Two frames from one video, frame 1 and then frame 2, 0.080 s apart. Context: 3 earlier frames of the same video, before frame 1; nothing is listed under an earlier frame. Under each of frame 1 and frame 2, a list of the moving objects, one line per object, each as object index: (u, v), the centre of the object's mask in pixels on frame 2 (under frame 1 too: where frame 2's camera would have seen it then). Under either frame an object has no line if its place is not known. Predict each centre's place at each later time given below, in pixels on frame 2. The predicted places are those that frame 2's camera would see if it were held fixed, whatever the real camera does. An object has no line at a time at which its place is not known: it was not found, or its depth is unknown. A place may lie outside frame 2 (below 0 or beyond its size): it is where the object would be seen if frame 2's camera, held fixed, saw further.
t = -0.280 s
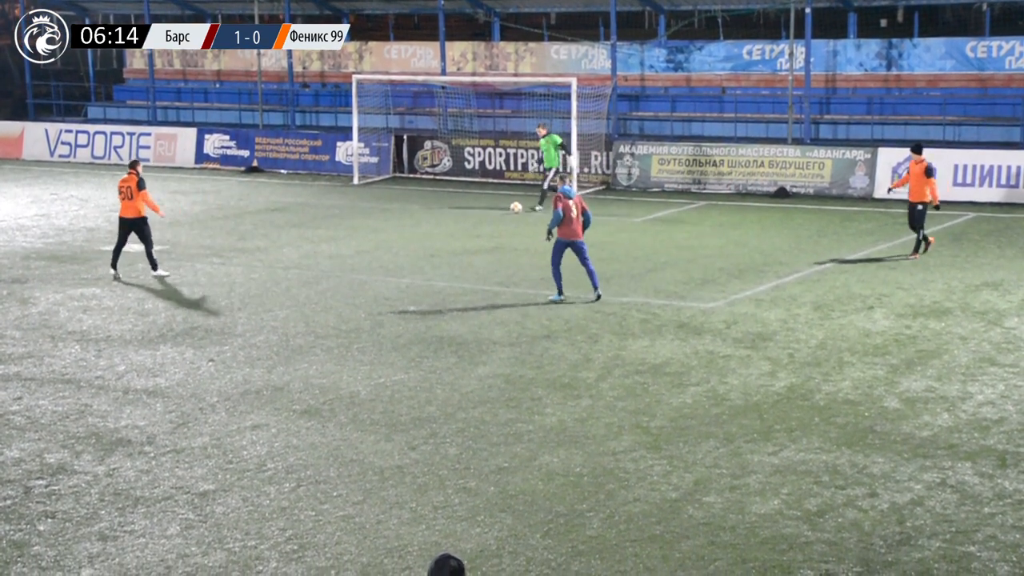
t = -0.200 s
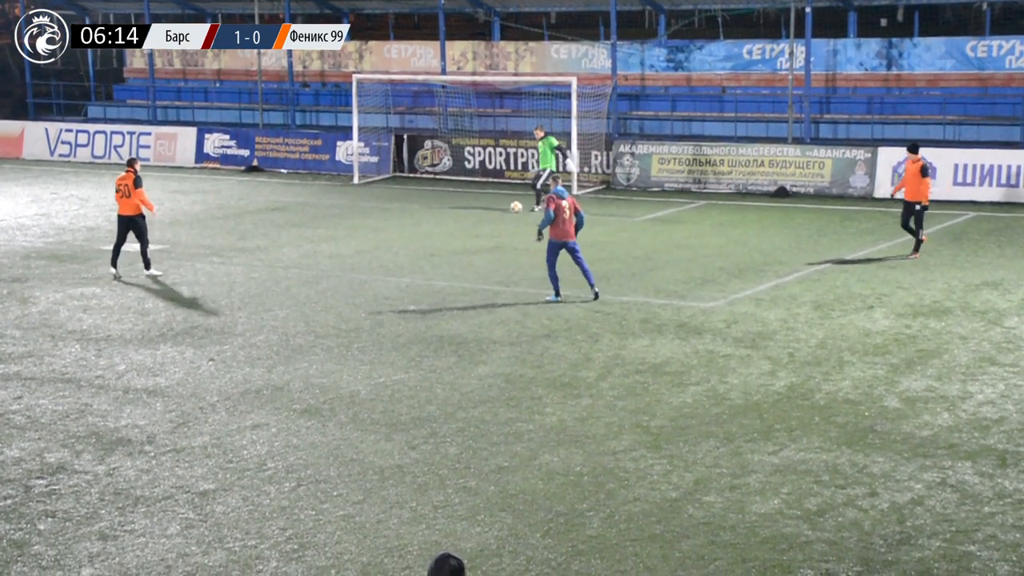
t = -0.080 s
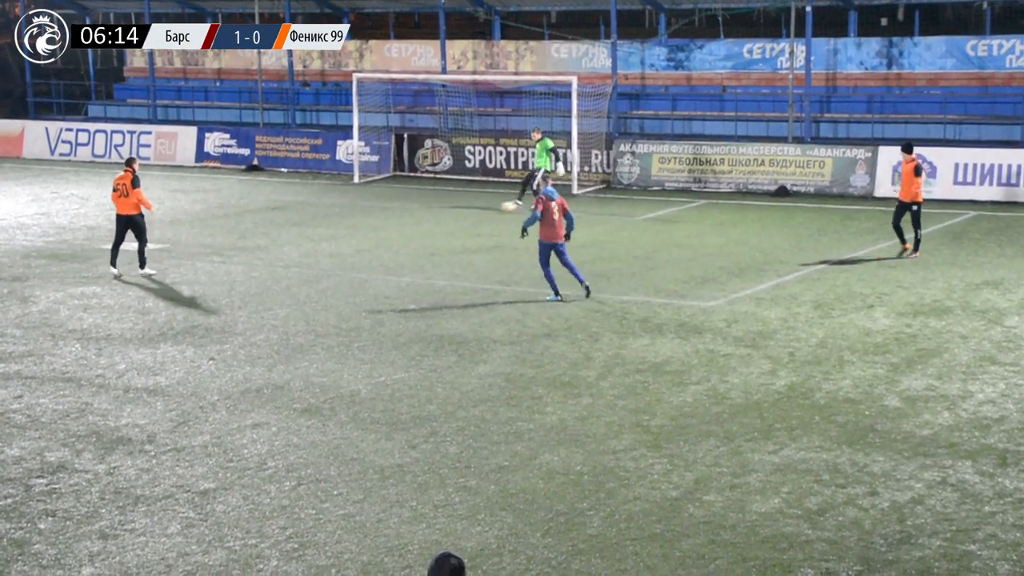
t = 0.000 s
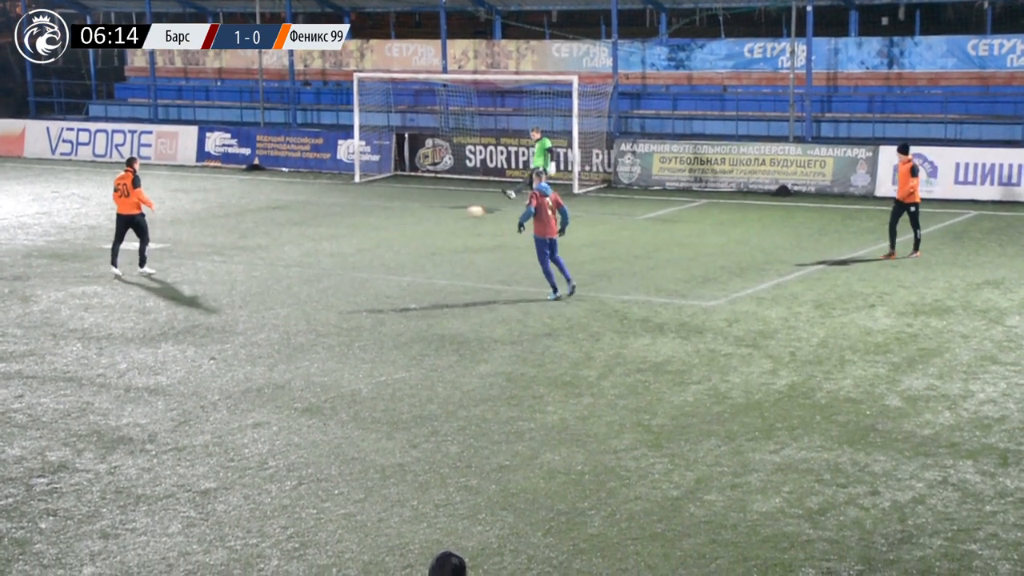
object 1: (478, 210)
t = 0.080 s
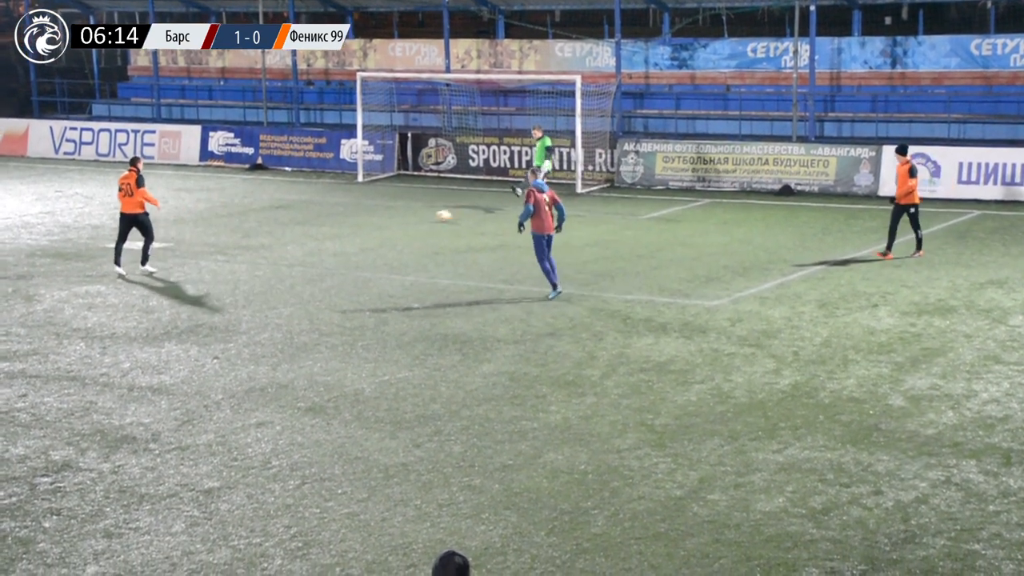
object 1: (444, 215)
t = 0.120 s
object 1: (428, 218)
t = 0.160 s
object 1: (411, 221)
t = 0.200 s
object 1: (396, 223)
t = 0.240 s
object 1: (381, 225)
